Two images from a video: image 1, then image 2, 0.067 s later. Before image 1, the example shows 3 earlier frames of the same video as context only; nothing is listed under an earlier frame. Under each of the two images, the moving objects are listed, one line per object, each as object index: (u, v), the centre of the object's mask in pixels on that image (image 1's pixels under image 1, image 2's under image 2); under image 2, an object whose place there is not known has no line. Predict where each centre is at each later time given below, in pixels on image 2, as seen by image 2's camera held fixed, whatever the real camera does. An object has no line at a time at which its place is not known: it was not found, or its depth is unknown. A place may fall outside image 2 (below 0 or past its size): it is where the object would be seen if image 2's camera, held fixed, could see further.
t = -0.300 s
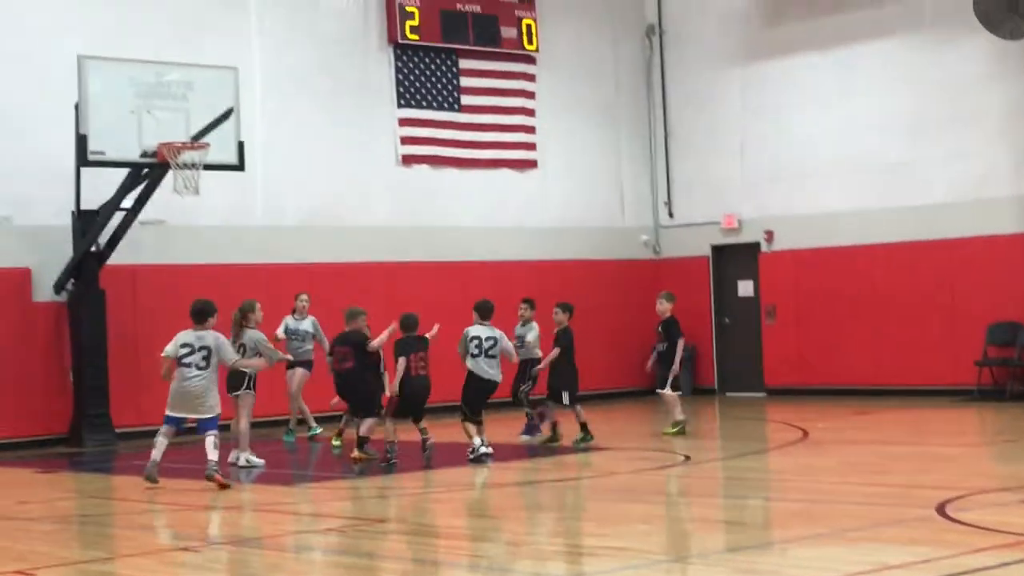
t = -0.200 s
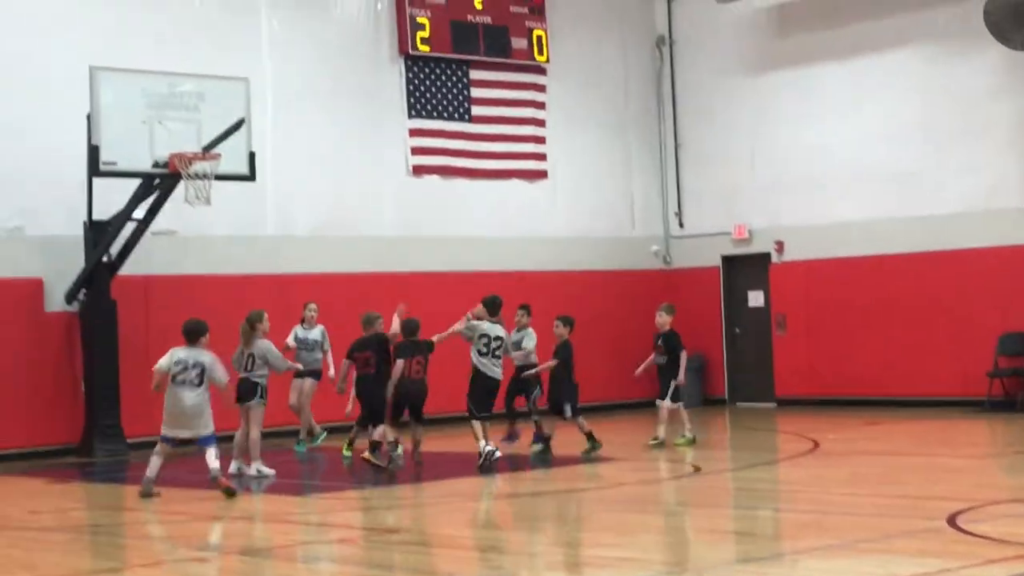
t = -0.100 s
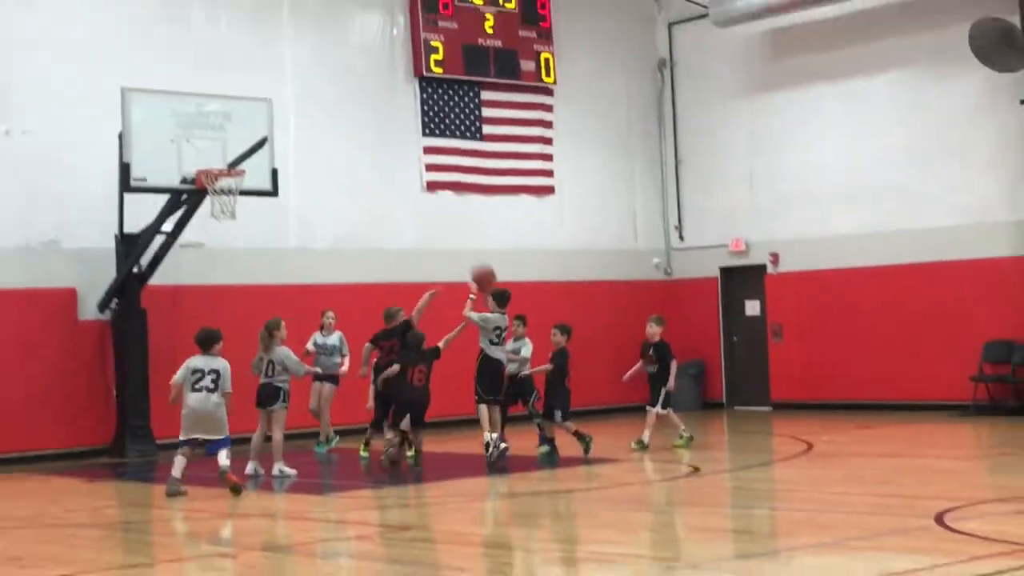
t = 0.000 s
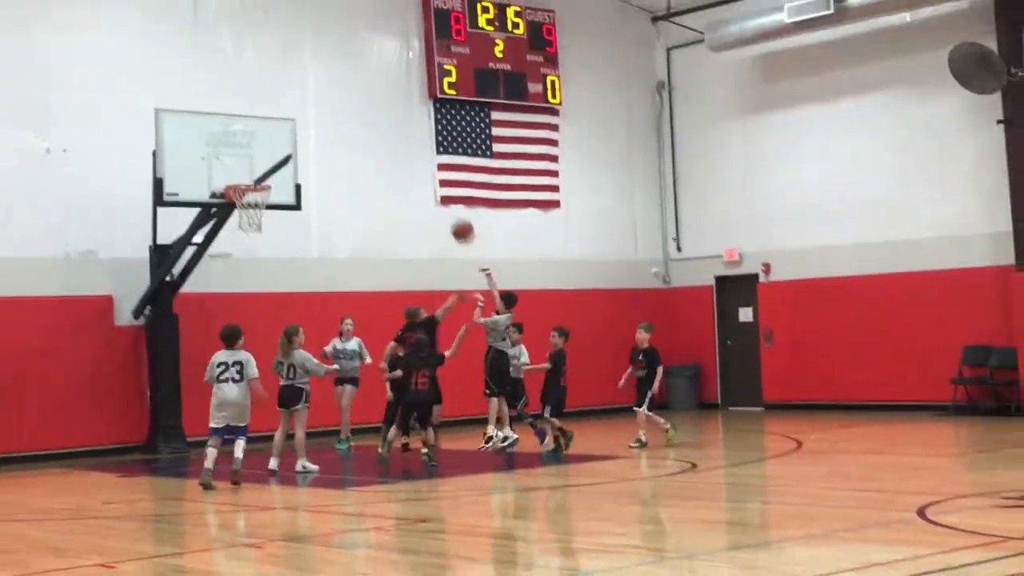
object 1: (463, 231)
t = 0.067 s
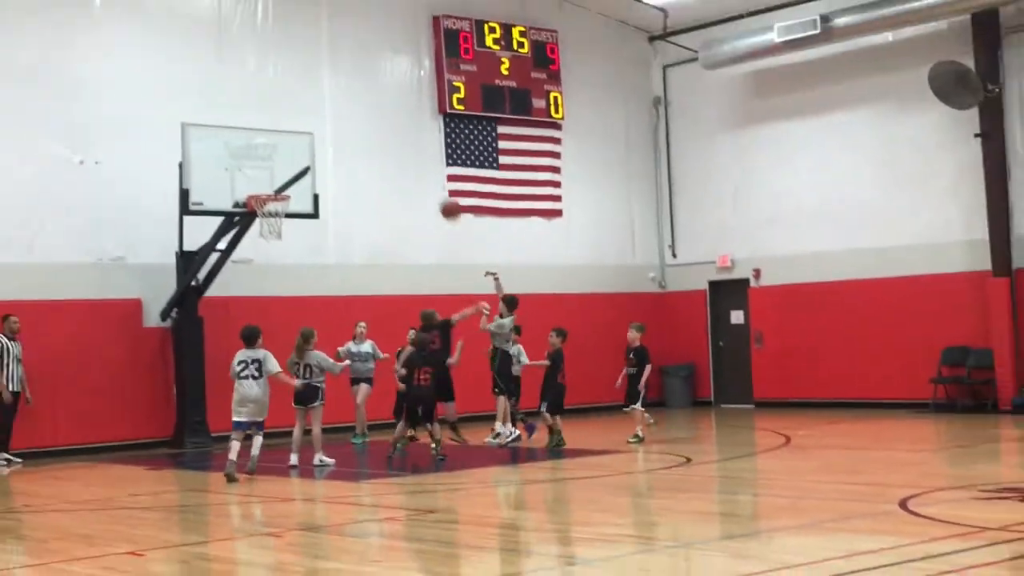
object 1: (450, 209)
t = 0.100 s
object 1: (440, 198)
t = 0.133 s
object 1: (432, 187)
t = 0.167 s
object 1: (423, 178)
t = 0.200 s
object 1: (416, 171)
